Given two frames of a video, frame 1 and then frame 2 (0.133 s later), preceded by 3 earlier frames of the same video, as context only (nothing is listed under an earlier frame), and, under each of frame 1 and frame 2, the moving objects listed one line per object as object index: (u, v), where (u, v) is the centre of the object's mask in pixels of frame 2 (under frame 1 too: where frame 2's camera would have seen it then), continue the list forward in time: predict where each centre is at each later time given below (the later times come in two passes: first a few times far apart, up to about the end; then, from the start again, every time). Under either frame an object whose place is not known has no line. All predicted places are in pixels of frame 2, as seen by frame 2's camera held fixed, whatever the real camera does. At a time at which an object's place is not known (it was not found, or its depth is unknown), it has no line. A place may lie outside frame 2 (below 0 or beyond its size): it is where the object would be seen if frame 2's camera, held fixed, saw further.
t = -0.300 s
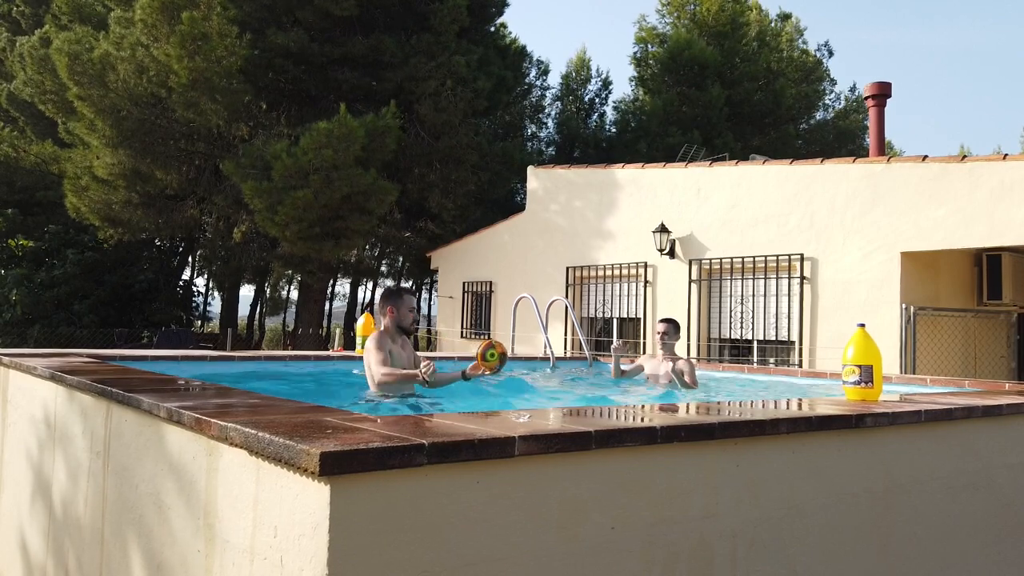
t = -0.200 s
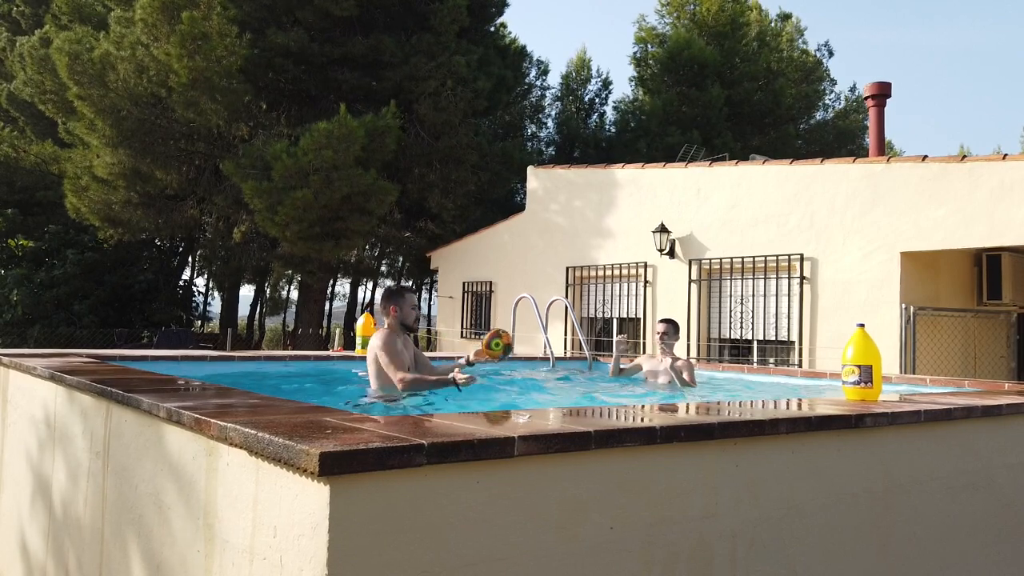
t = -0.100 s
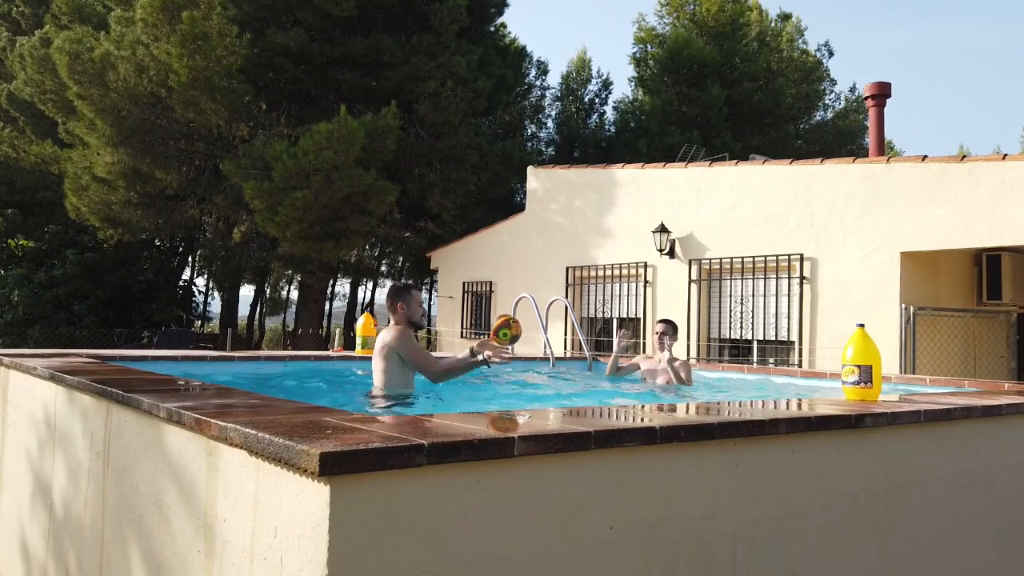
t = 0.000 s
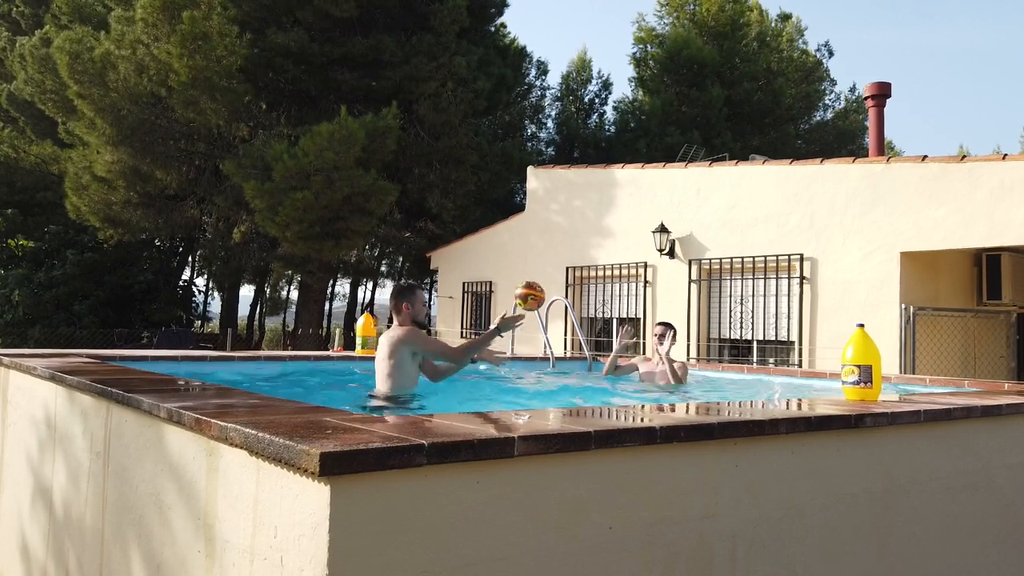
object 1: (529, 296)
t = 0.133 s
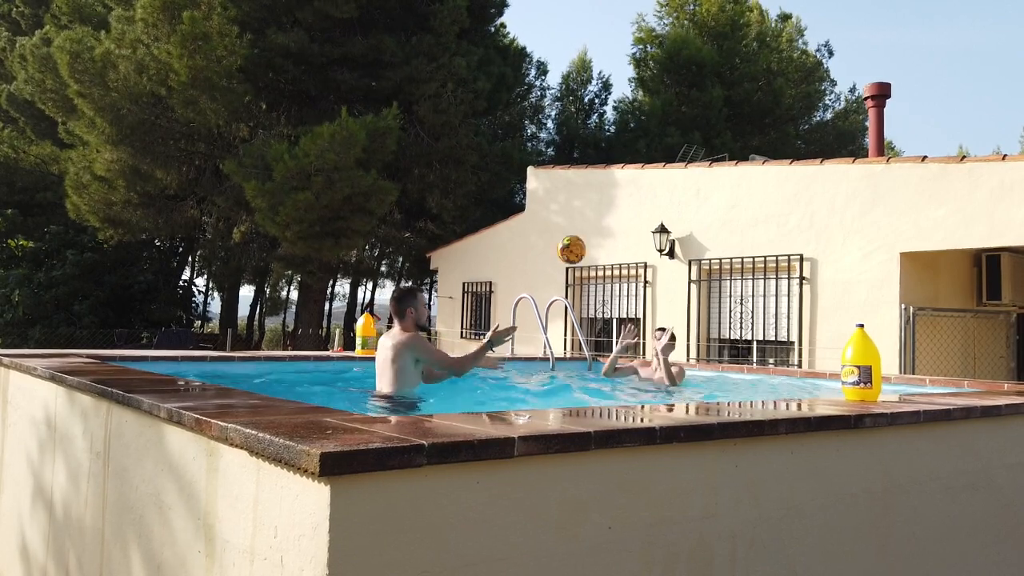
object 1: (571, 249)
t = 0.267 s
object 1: (608, 236)
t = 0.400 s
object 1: (640, 253)
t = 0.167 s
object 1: (581, 243)
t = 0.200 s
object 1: (590, 239)
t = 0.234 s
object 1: (599, 237)
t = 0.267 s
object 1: (608, 236)
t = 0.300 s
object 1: (616, 238)
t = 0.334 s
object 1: (624, 241)
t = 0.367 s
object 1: (632, 246)
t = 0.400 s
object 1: (640, 253)
